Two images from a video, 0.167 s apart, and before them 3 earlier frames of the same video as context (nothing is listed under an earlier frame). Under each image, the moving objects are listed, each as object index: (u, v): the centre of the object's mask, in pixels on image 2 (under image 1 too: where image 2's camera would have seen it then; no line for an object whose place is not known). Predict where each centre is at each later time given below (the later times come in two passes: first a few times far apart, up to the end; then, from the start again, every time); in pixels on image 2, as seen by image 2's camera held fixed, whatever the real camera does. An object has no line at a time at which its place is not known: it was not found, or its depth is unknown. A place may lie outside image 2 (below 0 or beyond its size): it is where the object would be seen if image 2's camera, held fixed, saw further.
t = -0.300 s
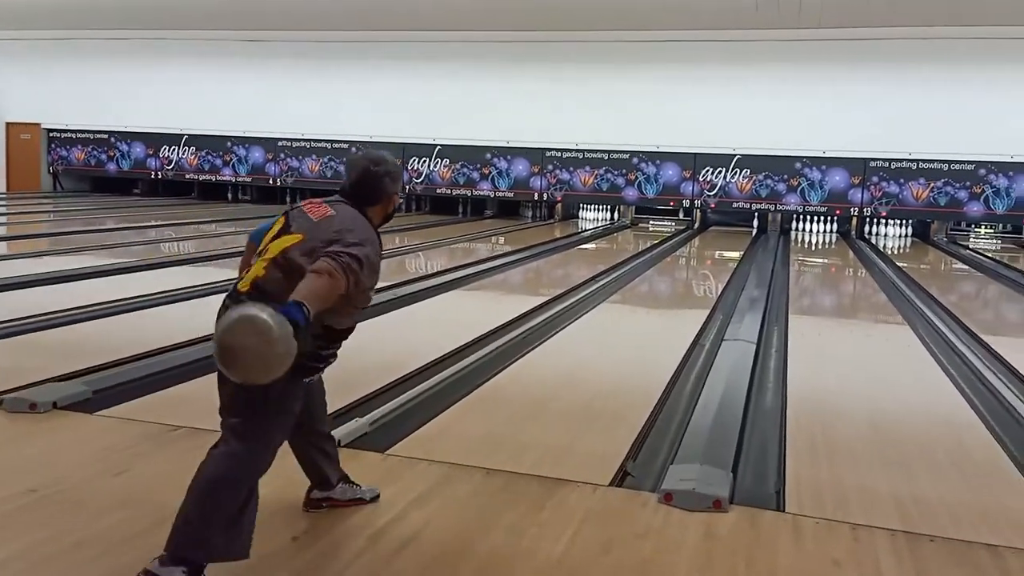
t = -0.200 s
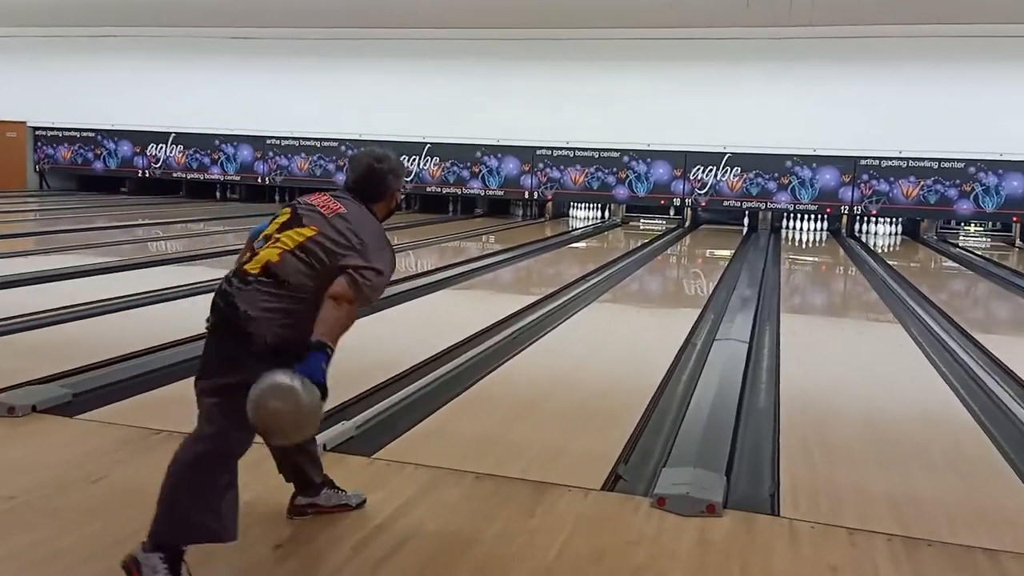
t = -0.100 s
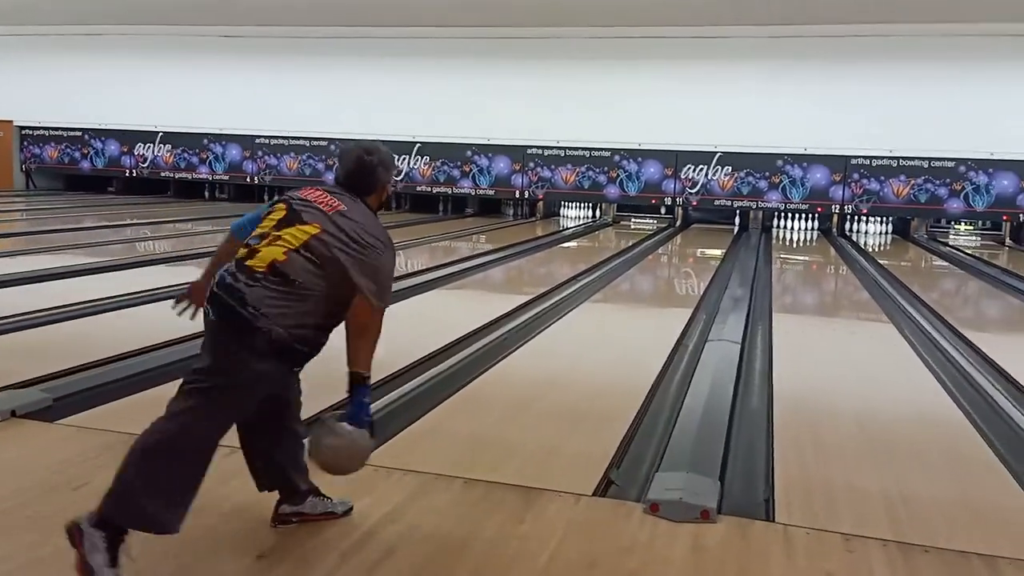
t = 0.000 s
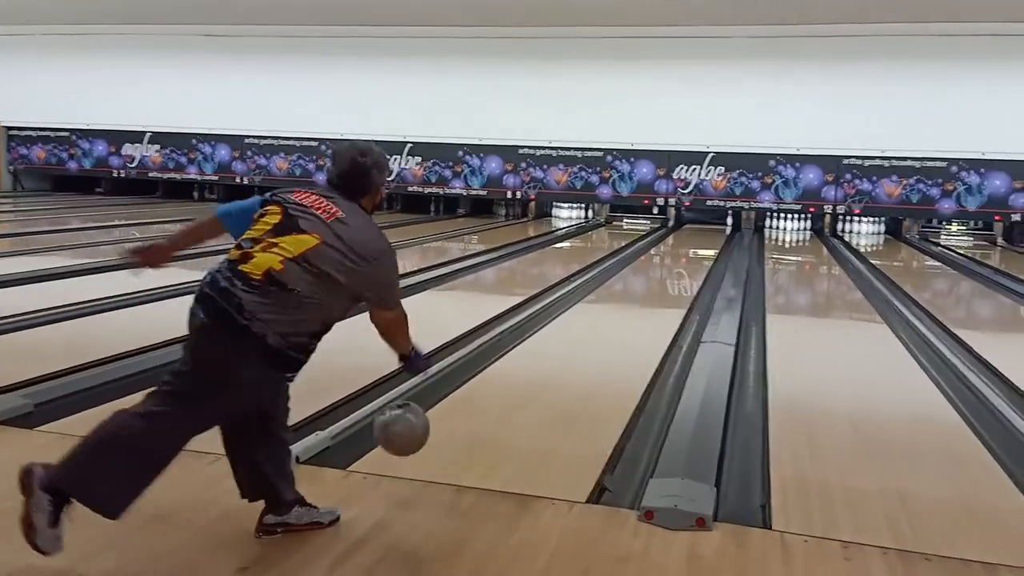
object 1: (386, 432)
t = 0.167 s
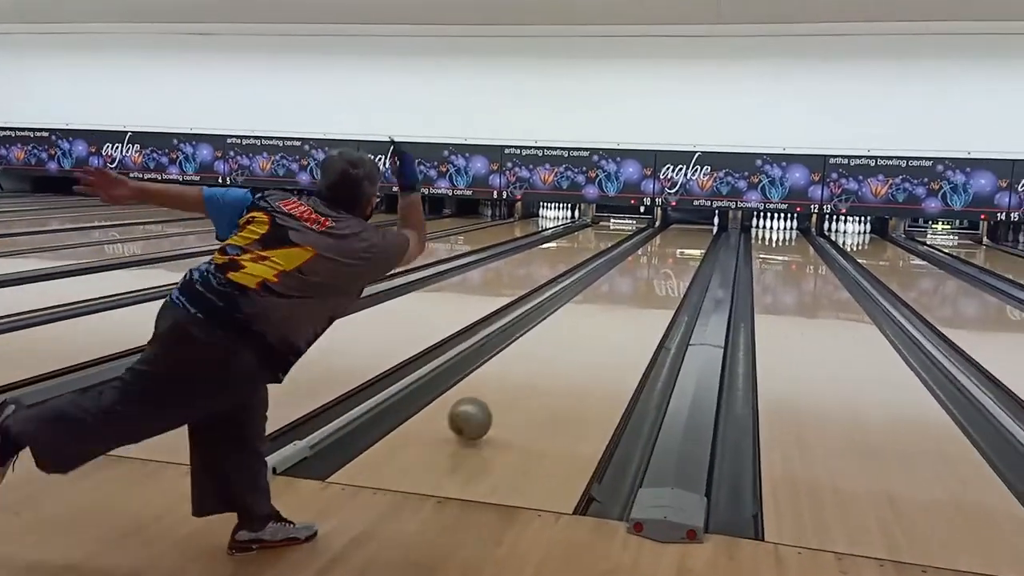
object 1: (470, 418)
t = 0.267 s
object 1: (506, 396)
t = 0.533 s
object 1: (572, 348)
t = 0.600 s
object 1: (584, 339)
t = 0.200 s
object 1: (483, 408)
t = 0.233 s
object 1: (495, 401)
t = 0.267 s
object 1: (506, 396)
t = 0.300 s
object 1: (516, 388)
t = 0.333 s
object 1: (526, 381)
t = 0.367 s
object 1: (535, 375)
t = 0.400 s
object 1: (543, 369)
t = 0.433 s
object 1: (551, 363)
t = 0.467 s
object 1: (558, 358)
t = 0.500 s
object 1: (565, 352)
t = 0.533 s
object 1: (572, 348)
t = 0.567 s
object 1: (578, 343)
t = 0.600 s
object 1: (584, 339)
